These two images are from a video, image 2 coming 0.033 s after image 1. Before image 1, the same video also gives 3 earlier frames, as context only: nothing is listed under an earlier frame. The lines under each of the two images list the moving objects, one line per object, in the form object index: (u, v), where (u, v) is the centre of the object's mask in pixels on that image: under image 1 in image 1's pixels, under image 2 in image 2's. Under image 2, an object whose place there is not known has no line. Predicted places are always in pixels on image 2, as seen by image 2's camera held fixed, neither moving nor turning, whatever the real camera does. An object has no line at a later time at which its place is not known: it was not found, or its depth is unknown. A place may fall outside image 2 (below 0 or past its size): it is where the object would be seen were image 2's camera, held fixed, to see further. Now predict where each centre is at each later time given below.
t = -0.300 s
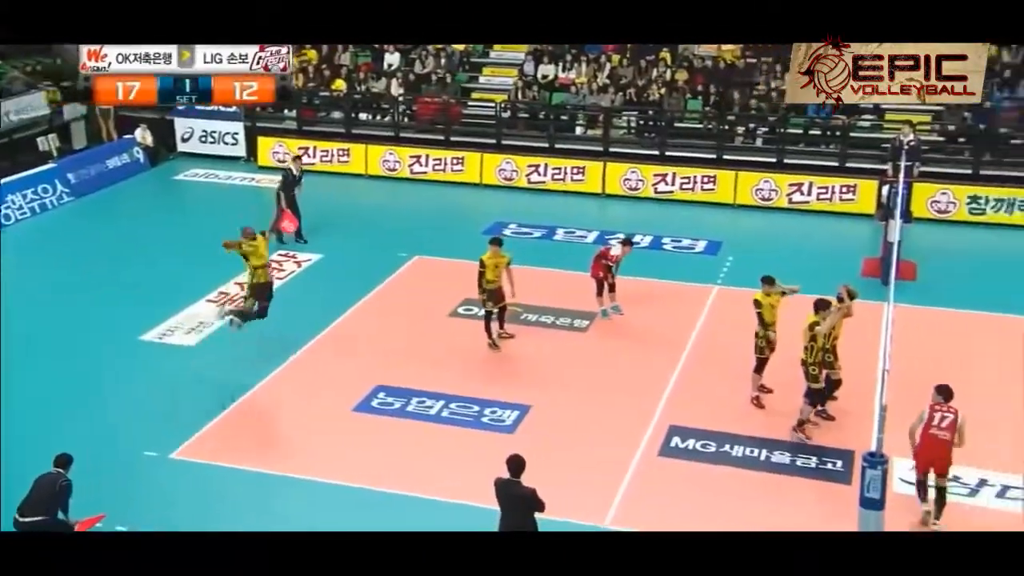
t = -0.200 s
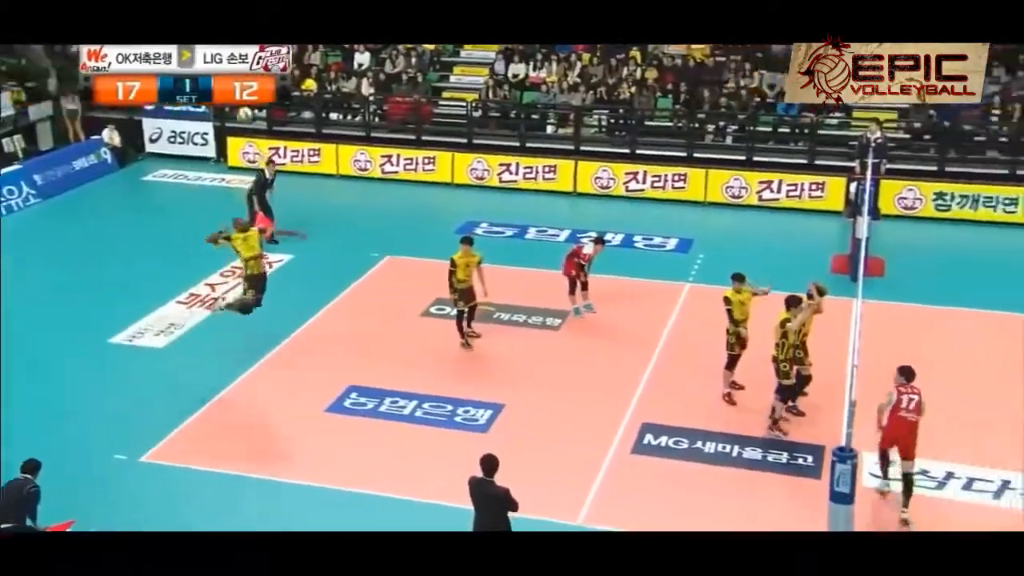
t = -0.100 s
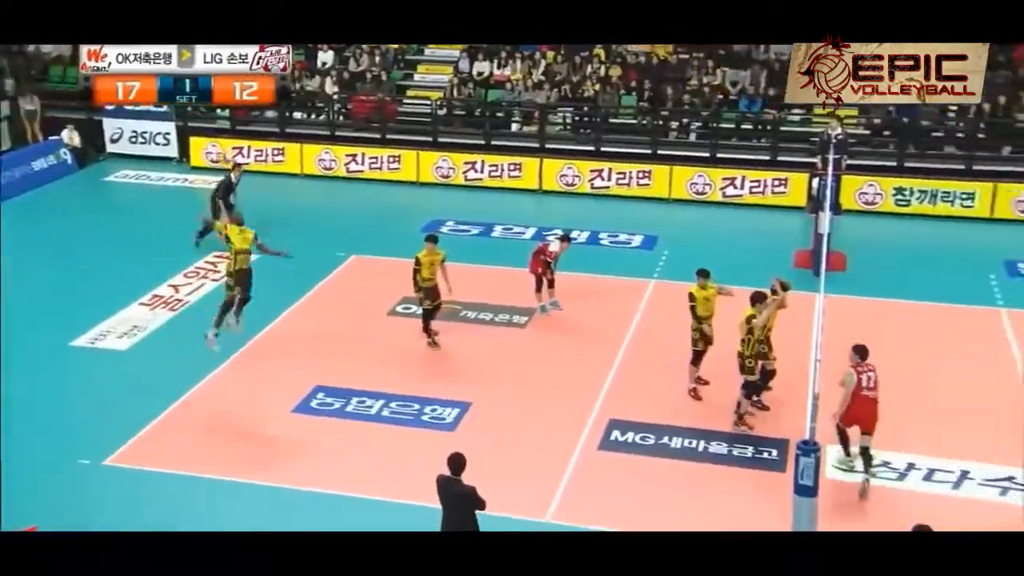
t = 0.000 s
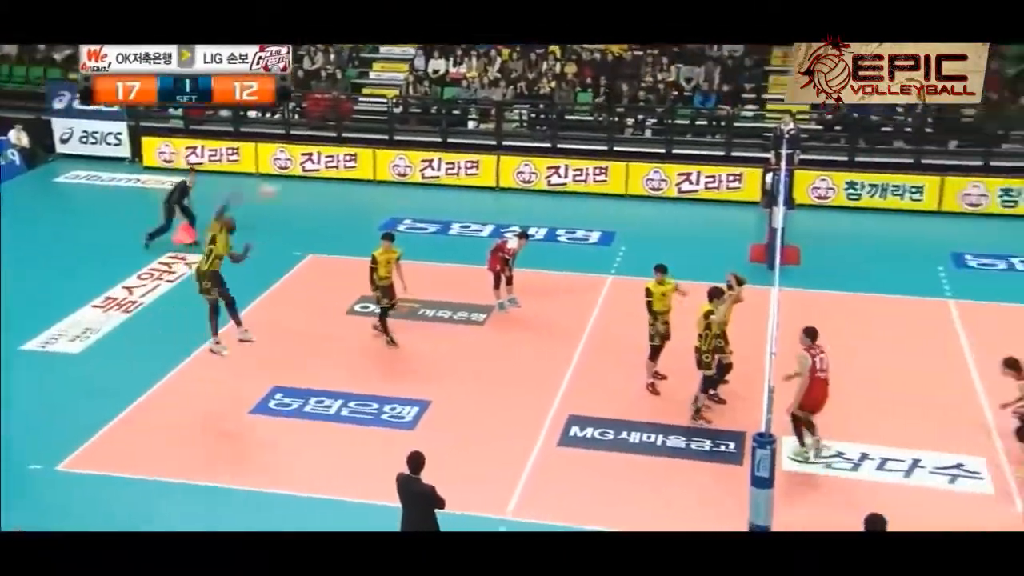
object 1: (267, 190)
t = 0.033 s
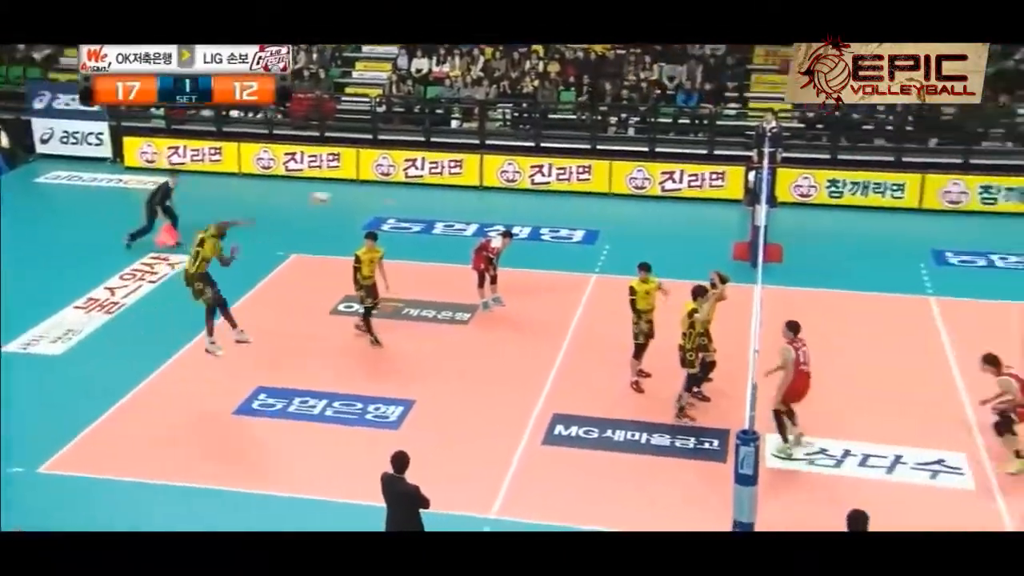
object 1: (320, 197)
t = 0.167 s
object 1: (604, 252)
